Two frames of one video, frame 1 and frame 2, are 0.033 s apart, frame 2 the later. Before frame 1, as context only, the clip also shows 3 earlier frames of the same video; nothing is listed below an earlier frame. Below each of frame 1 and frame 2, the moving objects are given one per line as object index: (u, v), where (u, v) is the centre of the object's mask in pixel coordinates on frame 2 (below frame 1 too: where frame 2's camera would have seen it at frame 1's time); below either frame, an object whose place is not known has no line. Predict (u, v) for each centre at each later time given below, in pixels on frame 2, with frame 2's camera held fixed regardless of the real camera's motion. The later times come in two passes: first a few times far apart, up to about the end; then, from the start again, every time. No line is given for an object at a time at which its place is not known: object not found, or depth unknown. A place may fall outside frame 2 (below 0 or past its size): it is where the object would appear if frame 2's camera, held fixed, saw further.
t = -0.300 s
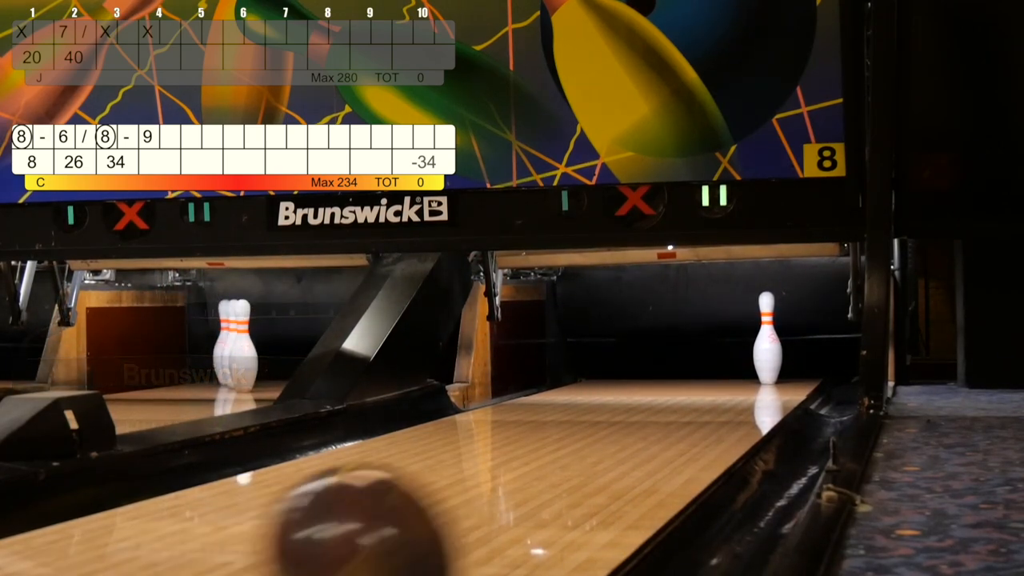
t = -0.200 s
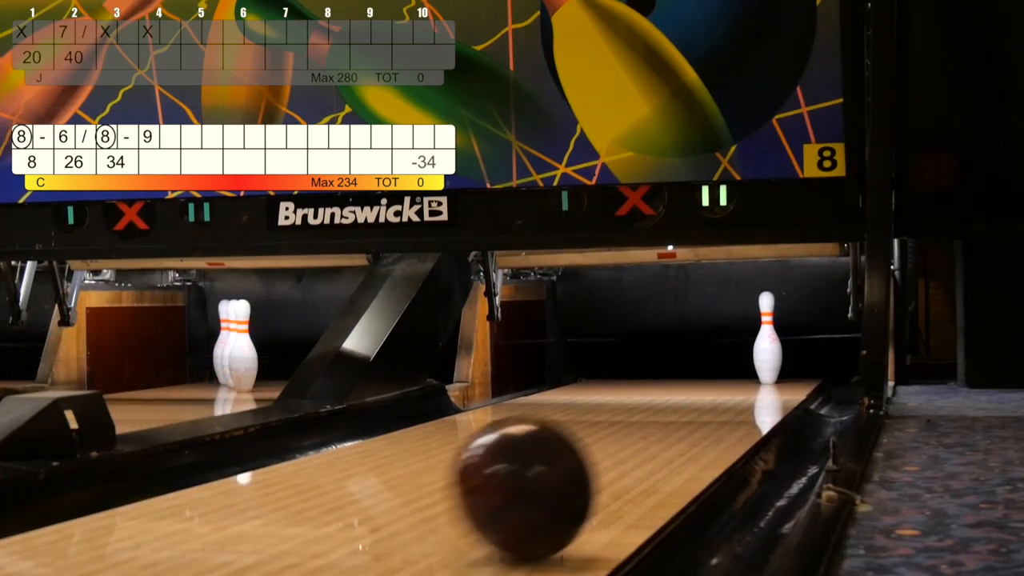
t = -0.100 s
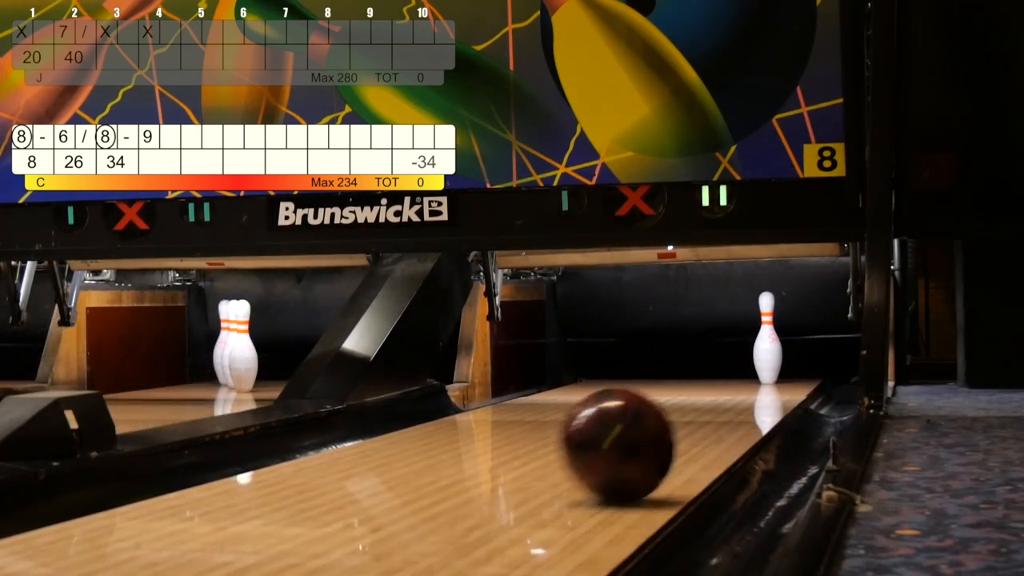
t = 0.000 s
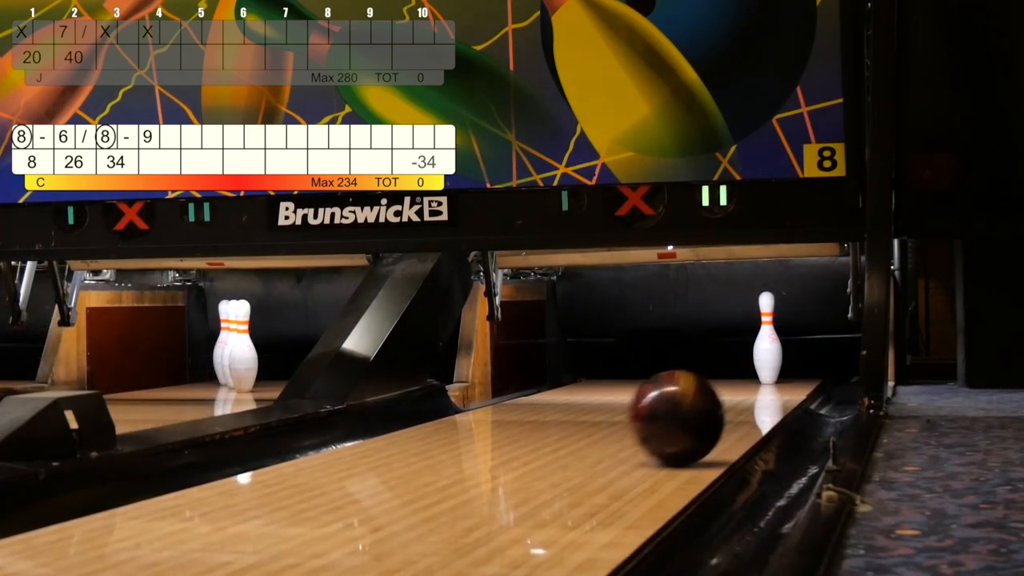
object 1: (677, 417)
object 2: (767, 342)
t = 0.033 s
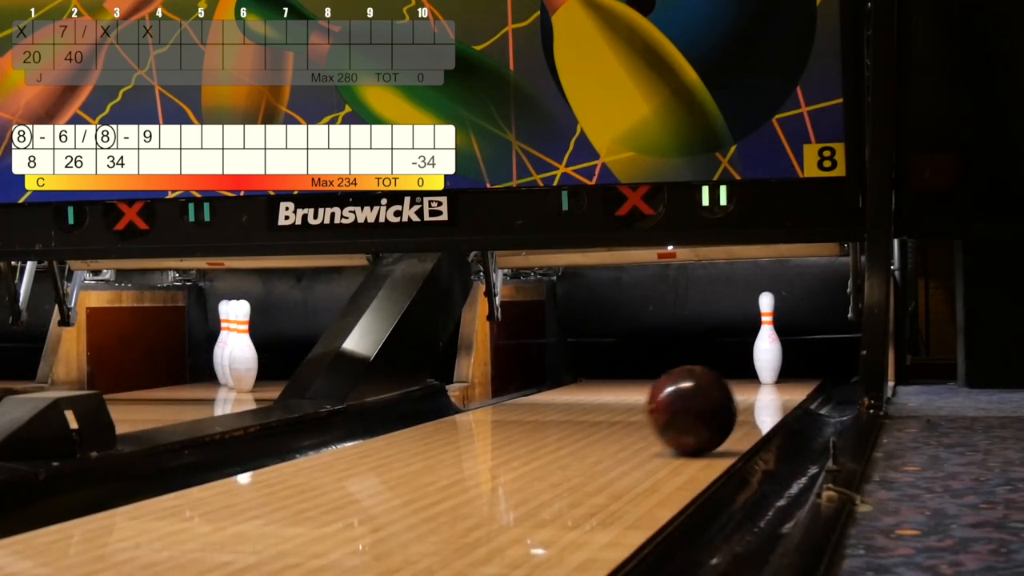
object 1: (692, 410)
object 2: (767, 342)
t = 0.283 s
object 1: (759, 374)
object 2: (768, 321)
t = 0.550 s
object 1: (798, 355)
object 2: (726, 342)
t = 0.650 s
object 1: (817, 353)
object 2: (671, 351)
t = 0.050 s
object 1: (699, 406)
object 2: (767, 343)
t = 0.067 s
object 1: (705, 403)
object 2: (767, 342)
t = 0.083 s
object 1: (711, 401)
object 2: (767, 342)
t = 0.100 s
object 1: (716, 398)
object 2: (767, 342)
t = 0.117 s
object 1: (721, 395)
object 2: (767, 342)
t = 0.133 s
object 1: (726, 392)
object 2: (768, 342)
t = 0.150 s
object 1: (731, 390)
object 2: (768, 340)
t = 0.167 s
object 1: (735, 388)
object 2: (768, 338)
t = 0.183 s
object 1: (739, 385)
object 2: (769, 335)
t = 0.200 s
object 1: (743, 383)
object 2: (769, 332)
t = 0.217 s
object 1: (746, 381)
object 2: (769, 329)
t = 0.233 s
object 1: (750, 379)
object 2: (768, 327)
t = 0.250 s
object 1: (753, 378)
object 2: (768, 324)
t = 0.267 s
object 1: (756, 376)
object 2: (768, 322)
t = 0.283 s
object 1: (759, 374)
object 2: (768, 321)
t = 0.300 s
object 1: (763, 372)
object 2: (767, 319)
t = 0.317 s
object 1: (765, 371)
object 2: (767, 318)
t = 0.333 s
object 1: (768, 370)
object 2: (767, 317)
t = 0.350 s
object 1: (770, 368)
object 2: (767, 316)
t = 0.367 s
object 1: (772, 367)
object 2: (766, 316)
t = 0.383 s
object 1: (774, 365)
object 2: (766, 316)
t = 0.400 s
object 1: (776, 364)
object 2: (766, 316)
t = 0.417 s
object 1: (777, 363)
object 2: (766, 316)
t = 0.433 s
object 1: (778, 362)
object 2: (766, 318)
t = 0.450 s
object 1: (781, 361)
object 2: (765, 319)
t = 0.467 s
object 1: (781, 360)
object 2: (764, 328)
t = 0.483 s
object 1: (782, 359)
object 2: (761, 336)
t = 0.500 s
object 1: (787, 358)
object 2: (754, 340)
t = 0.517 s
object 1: (792, 357)
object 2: (746, 339)
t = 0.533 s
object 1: (794, 356)
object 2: (737, 338)
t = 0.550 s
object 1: (798, 355)
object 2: (726, 342)
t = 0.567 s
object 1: (802, 355)
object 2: (716, 344)
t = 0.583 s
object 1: (806, 354)
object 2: (705, 347)
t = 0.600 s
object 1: (808, 353)
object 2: (694, 345)
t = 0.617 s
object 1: (812, 352)
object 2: (685, 345)
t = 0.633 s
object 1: (815, 352)
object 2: (676, 347)
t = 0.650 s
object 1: (817, 353)
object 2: (671, 351)
